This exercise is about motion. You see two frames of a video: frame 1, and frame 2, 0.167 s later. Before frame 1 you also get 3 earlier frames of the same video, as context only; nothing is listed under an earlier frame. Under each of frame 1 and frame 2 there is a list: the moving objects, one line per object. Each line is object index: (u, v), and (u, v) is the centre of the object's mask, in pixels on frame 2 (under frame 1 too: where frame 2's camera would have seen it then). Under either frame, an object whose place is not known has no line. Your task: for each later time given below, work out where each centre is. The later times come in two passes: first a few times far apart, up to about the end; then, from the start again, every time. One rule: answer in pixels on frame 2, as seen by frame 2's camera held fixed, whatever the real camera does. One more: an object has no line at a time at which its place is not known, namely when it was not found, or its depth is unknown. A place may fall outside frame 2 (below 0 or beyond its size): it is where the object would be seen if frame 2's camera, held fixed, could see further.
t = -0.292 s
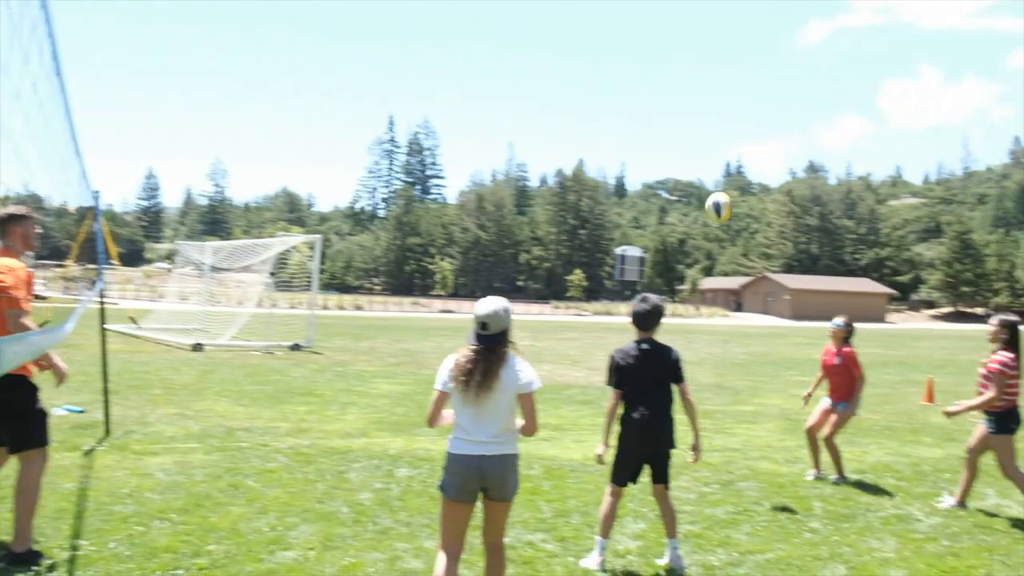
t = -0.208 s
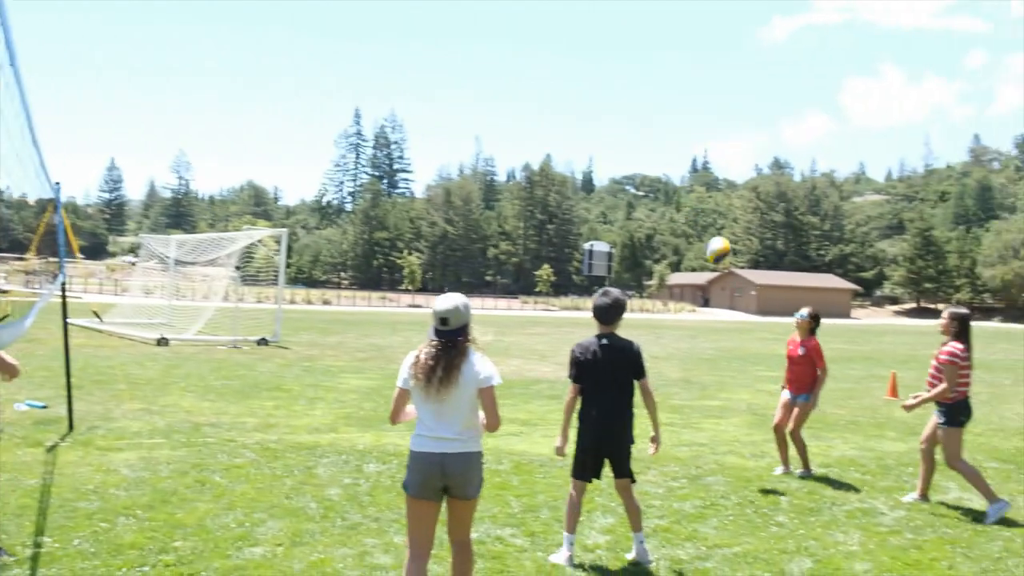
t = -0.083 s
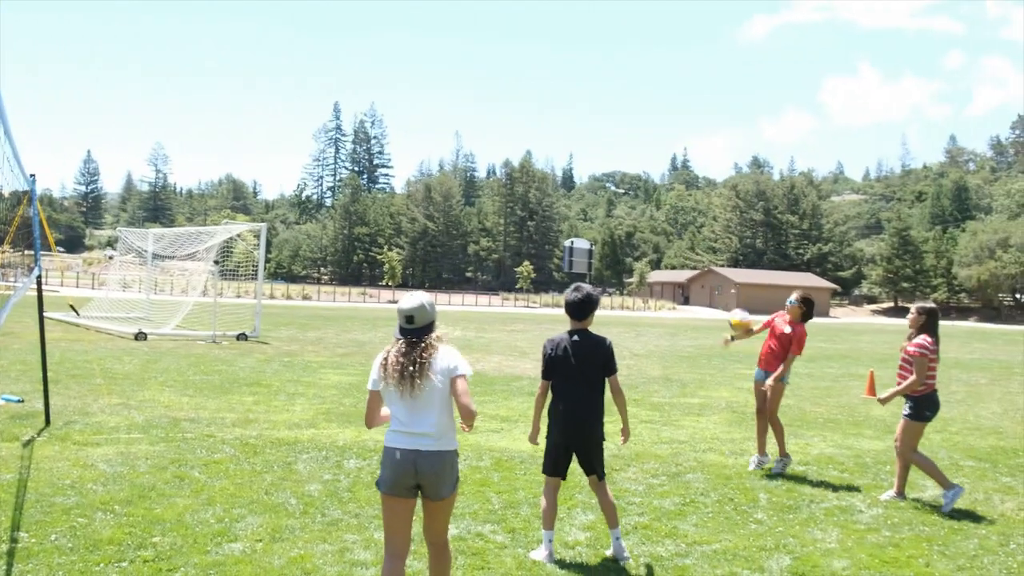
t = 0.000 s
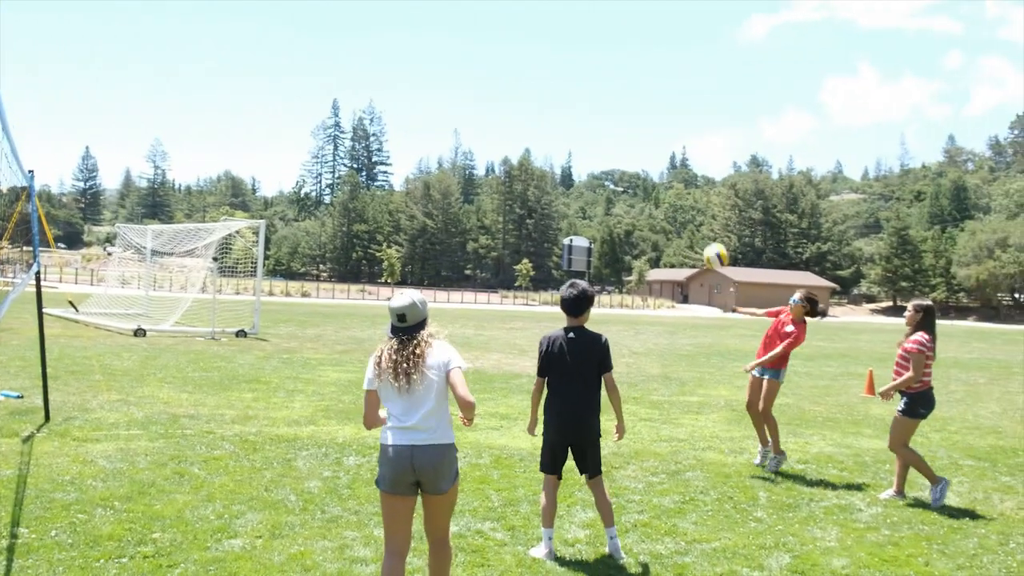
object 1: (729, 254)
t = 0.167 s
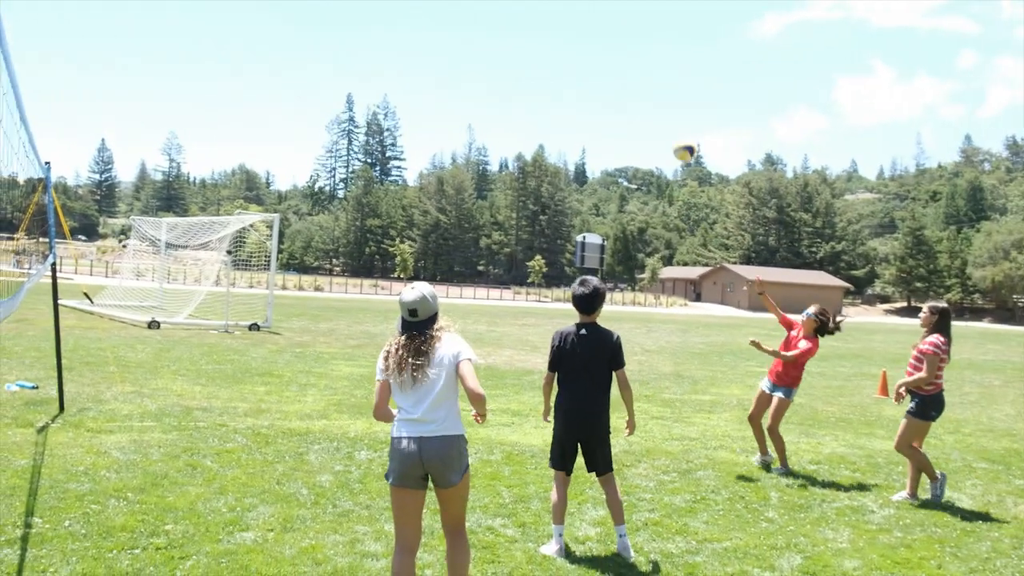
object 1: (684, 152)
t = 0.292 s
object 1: (650, 93)
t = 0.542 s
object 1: (589, 33)
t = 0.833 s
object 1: (520, 44)
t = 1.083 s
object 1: (461, 113)
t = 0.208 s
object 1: (673, 130)
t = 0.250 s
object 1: (661, 110)
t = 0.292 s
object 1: (650, 93)
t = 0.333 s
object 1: (640, 77)
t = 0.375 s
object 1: (629, 64)
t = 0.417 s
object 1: (619, 54)
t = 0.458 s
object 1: (609, 45)
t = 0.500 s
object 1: (599, 38)
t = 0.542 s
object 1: (589, 33)
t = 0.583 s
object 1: (579, 29)
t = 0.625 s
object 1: (570, 27)
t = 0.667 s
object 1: (560, 27)
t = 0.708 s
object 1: (549, 29)
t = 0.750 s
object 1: (539, 31)
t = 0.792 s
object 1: (530, 37)
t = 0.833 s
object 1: (520, 44)
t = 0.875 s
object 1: (509, 51)
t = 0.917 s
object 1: (500, 61)
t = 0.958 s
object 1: (492, 70)
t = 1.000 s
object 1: (481, 83)
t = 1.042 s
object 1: (471, 97)
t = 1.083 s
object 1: (461, 113)
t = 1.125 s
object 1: (452, 129)
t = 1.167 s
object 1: (443, 148)
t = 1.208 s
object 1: (433, 169)
